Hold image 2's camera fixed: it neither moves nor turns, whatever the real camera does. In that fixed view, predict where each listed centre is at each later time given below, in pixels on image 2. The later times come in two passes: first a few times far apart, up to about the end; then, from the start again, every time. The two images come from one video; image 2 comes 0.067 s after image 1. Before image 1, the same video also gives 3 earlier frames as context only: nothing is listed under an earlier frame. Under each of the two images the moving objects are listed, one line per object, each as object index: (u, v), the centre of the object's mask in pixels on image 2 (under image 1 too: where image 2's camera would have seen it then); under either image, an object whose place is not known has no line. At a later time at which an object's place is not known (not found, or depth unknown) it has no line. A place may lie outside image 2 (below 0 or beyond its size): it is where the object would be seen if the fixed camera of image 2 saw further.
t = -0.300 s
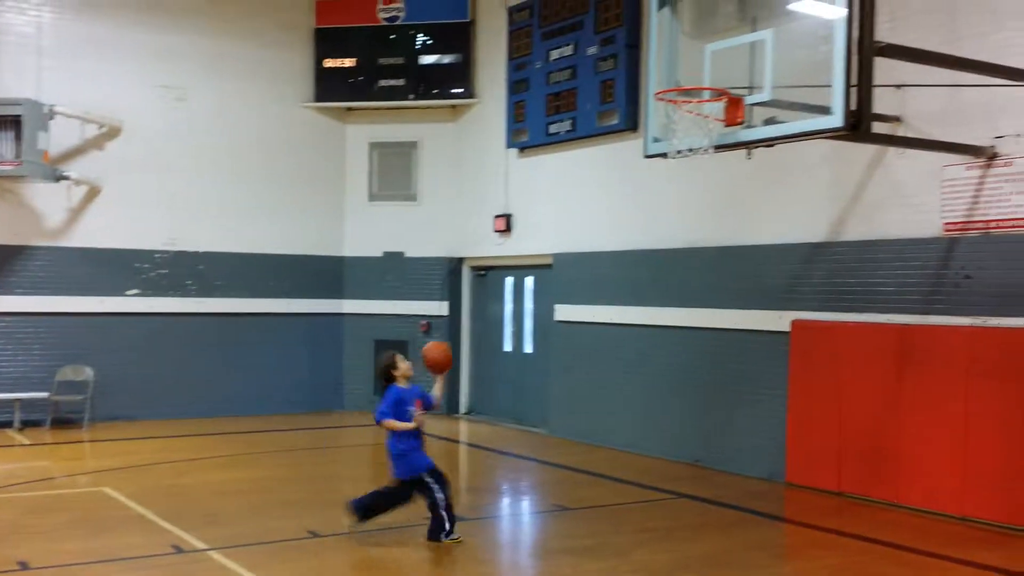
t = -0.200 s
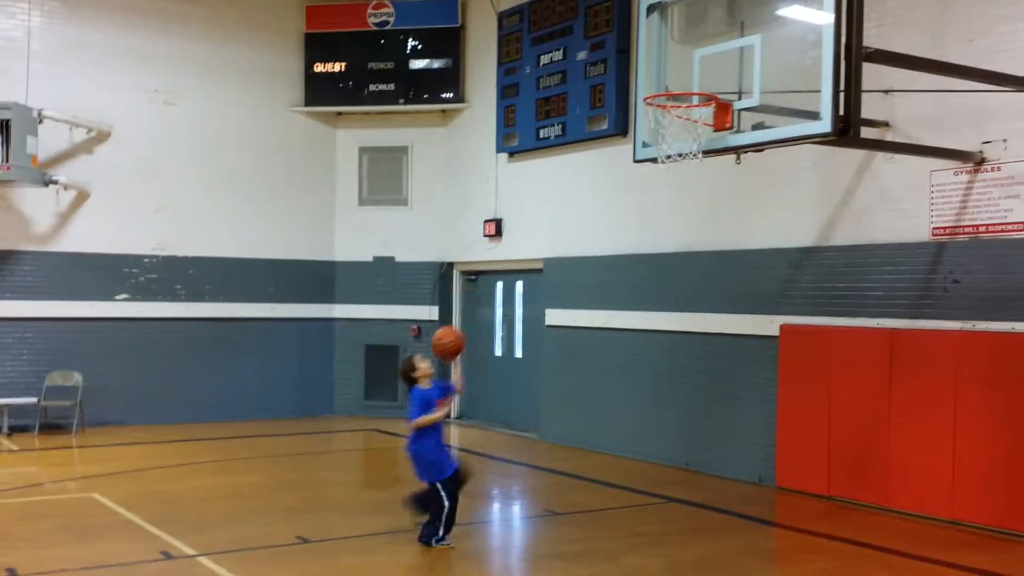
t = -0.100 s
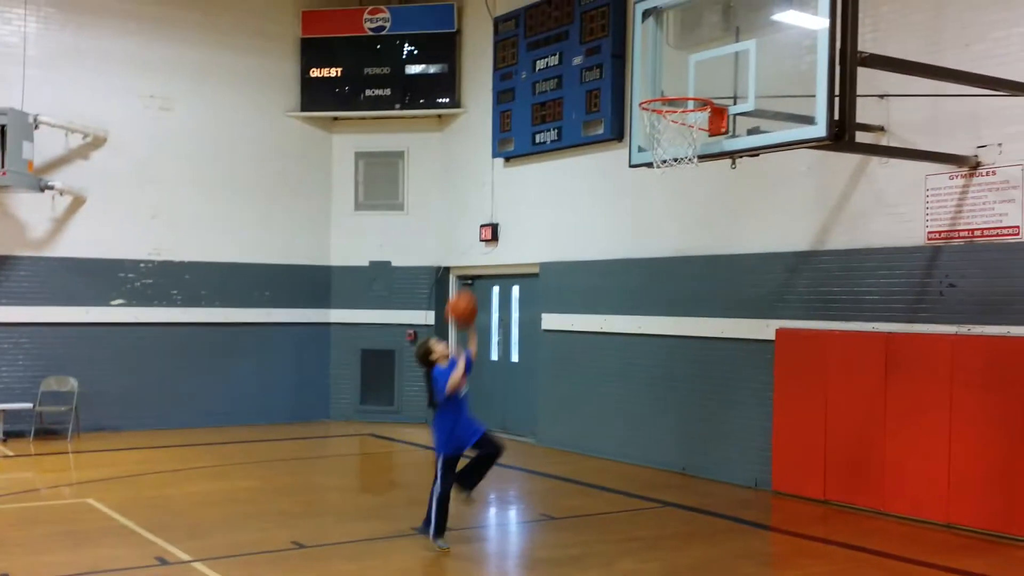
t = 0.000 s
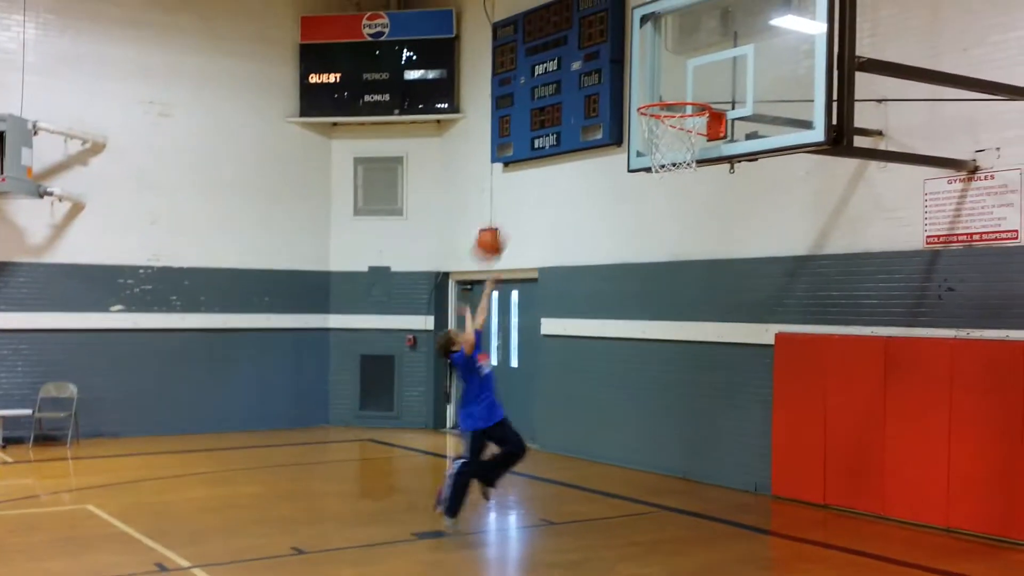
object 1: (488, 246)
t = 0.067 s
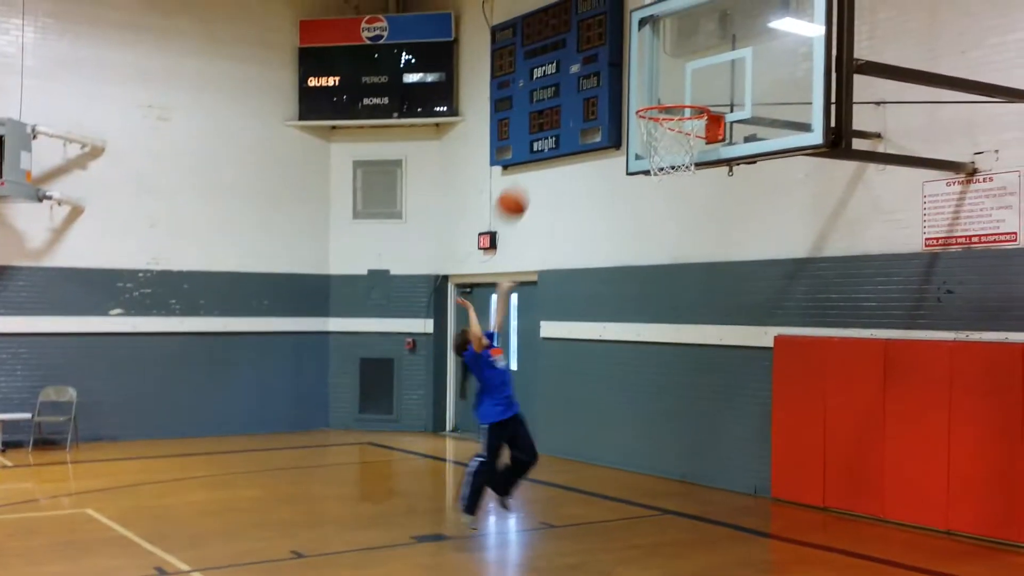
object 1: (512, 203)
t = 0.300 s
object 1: (593, 92)
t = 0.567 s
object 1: (689, 55)
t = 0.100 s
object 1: (523, 184)
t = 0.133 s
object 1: (535, 164)
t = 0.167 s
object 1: (546, 147)
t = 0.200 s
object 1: (559, 130)
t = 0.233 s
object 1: (569, 117)
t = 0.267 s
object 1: (581, 105)
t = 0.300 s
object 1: (593, 92)
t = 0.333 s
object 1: (605, 83)
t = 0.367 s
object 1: (616, 74)
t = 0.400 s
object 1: (628, 67)
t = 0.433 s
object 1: (641, 61)
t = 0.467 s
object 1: (653, 57)
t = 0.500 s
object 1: (664, 55)
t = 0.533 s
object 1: (677, 54)
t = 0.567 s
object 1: (689, 55)
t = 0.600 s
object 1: (690, 57)
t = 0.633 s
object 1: (690, 61)
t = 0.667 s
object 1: (688, 66)
